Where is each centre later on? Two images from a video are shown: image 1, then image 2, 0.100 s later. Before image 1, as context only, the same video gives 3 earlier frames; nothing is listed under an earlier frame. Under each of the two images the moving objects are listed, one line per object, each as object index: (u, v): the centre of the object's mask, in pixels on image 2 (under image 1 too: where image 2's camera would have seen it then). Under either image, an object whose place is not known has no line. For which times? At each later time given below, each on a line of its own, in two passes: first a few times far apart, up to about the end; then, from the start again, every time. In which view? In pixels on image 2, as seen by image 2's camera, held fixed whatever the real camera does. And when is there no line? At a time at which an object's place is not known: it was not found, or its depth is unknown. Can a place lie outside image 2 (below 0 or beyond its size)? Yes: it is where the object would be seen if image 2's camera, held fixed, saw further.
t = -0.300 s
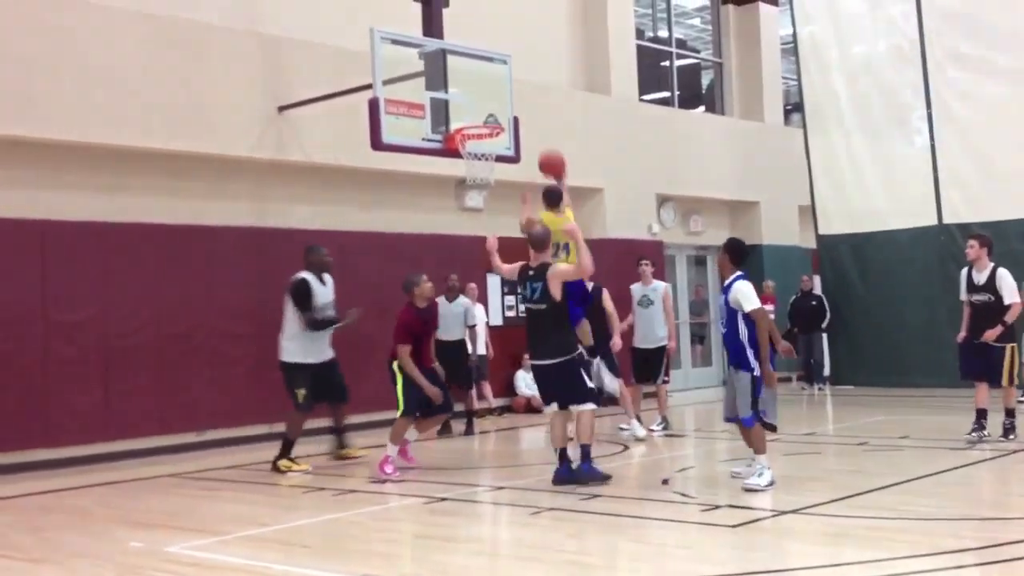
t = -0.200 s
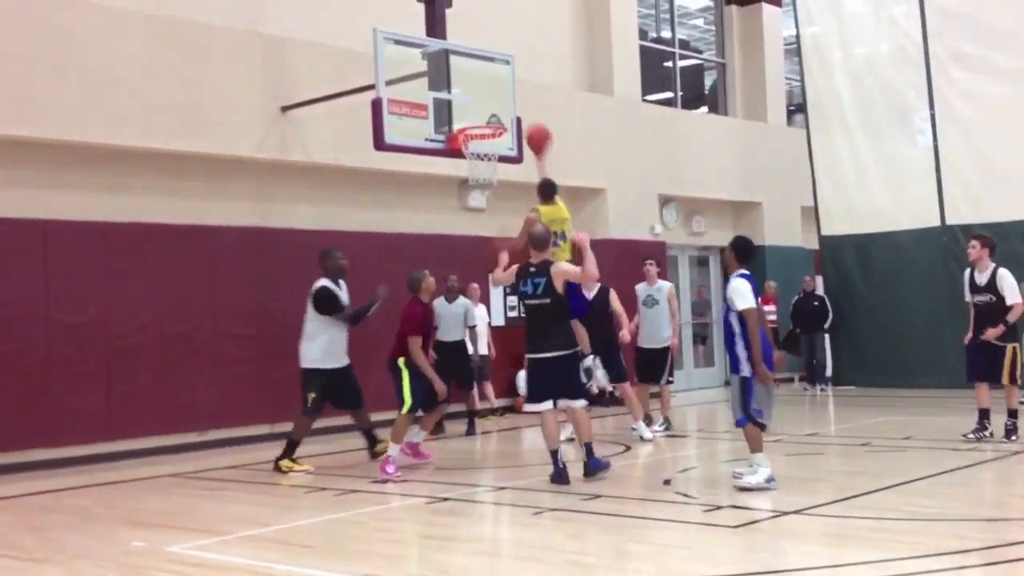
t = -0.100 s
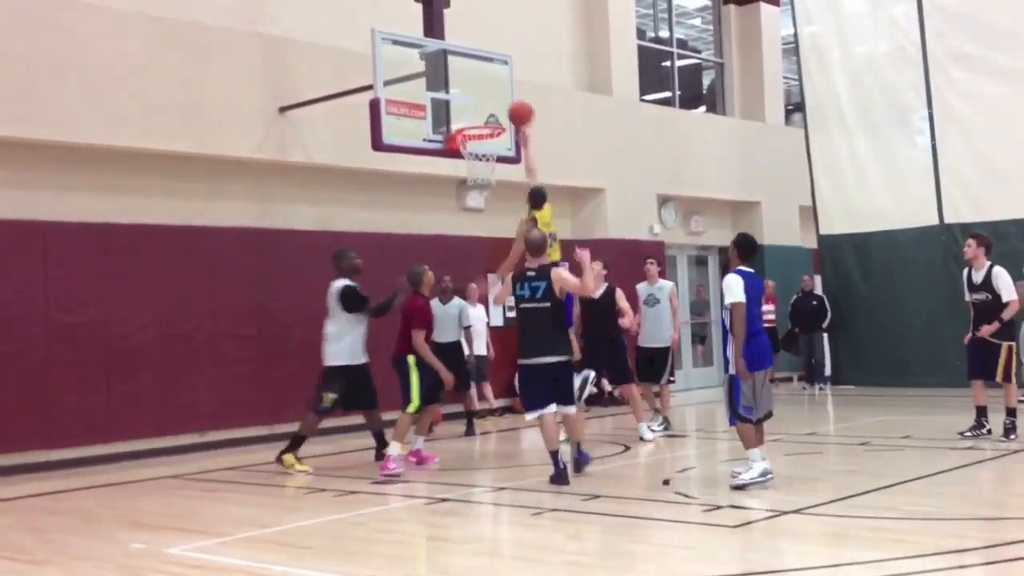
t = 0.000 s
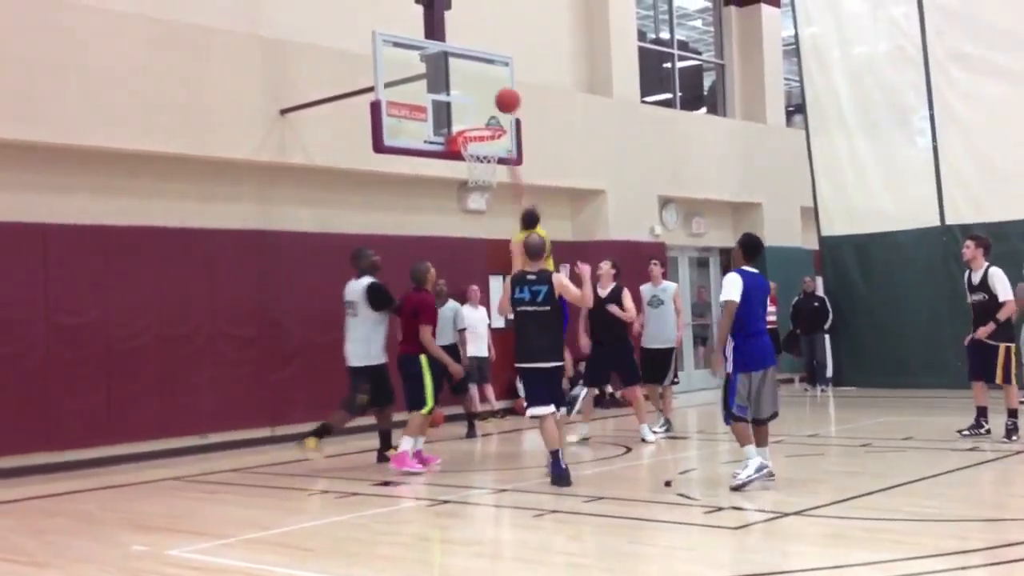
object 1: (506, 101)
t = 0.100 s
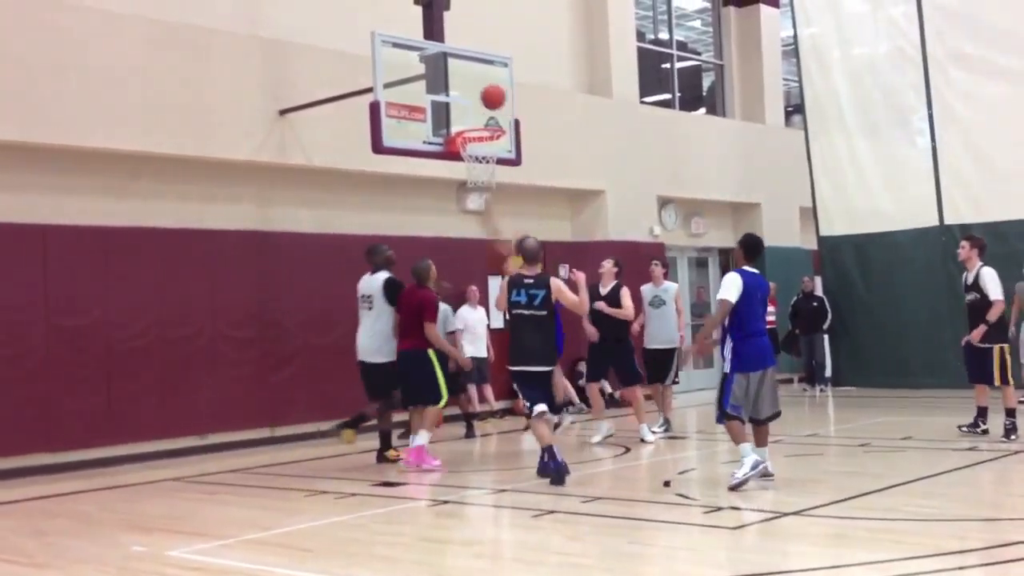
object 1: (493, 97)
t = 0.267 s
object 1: (473, 113)
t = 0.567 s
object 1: (475, 100)
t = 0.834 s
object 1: (488, 118)
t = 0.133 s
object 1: (489, 98)
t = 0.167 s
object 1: (485, 100)
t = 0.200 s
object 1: (480, 103)
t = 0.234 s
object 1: (477, 107)
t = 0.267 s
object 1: (473, 113)
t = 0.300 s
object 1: (469, 118)
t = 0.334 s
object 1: (466, 122)
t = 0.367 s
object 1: (464, 116)
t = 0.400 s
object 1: (463, 111)
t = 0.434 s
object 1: (465, 107)
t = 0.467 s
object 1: (468, 104)
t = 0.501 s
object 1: (470, 102)
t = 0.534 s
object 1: (472, 101)
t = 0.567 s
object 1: (475, 100)
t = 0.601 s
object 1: (477, 101)
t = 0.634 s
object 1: (480, 103)
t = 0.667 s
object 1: (483, 106)
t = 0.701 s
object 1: (486, 110)
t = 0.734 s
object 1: (489, 116)
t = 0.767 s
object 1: (491, 120)
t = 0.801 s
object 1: (490, 120)
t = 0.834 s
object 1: (488, 118)
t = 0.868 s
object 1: (485, 118)
